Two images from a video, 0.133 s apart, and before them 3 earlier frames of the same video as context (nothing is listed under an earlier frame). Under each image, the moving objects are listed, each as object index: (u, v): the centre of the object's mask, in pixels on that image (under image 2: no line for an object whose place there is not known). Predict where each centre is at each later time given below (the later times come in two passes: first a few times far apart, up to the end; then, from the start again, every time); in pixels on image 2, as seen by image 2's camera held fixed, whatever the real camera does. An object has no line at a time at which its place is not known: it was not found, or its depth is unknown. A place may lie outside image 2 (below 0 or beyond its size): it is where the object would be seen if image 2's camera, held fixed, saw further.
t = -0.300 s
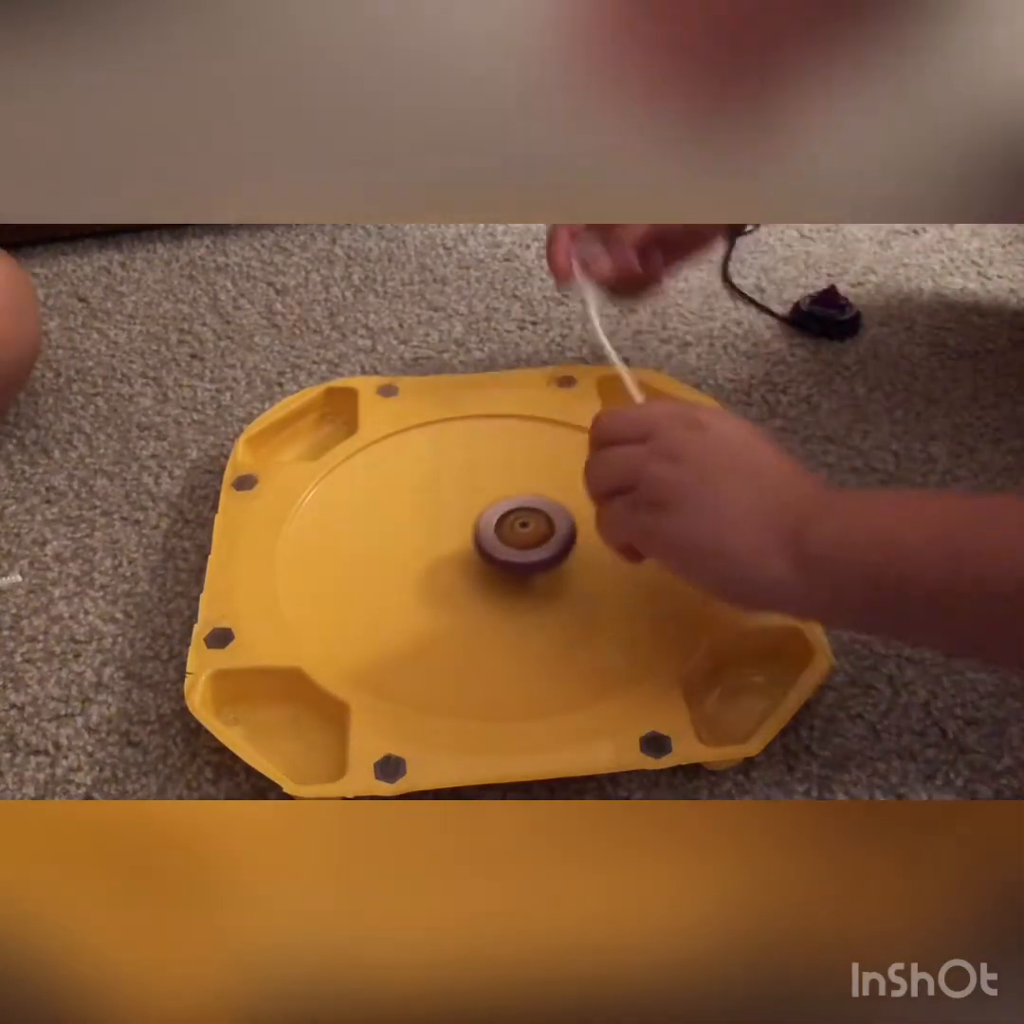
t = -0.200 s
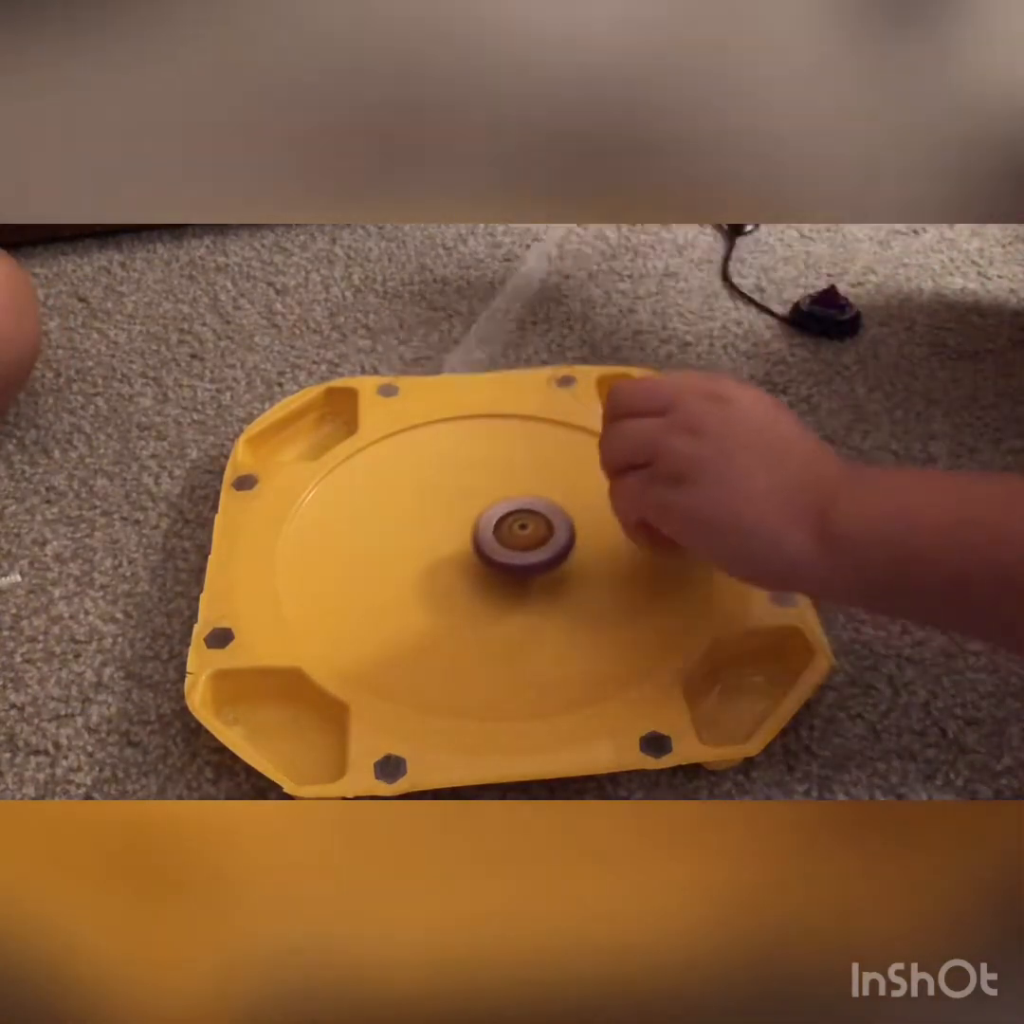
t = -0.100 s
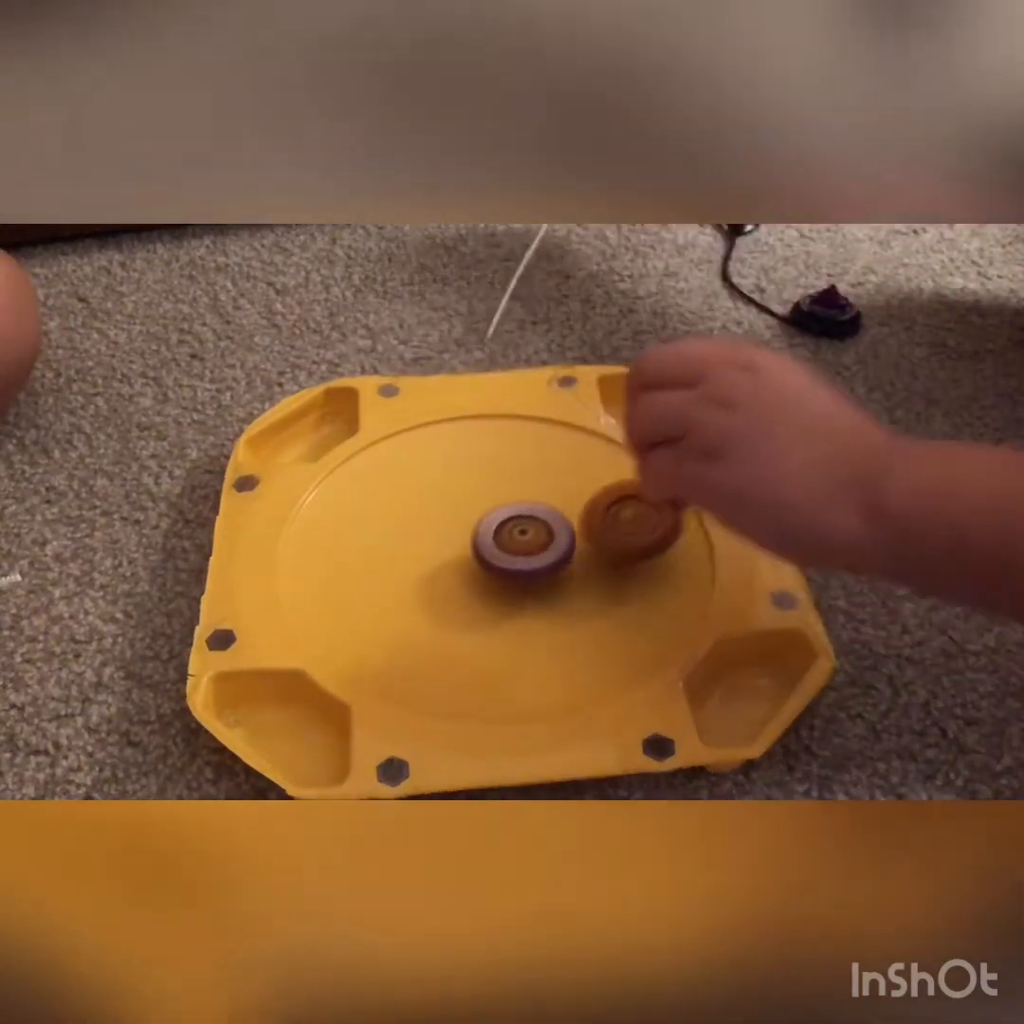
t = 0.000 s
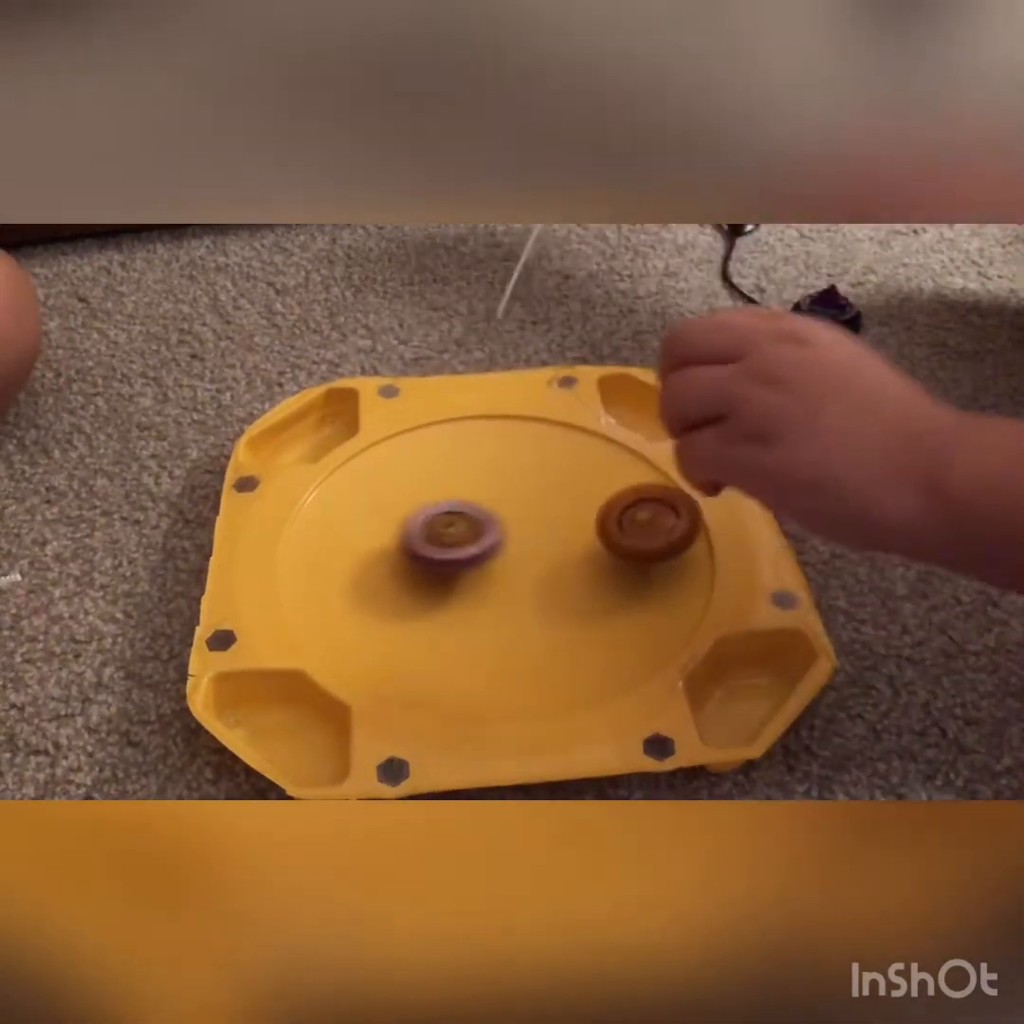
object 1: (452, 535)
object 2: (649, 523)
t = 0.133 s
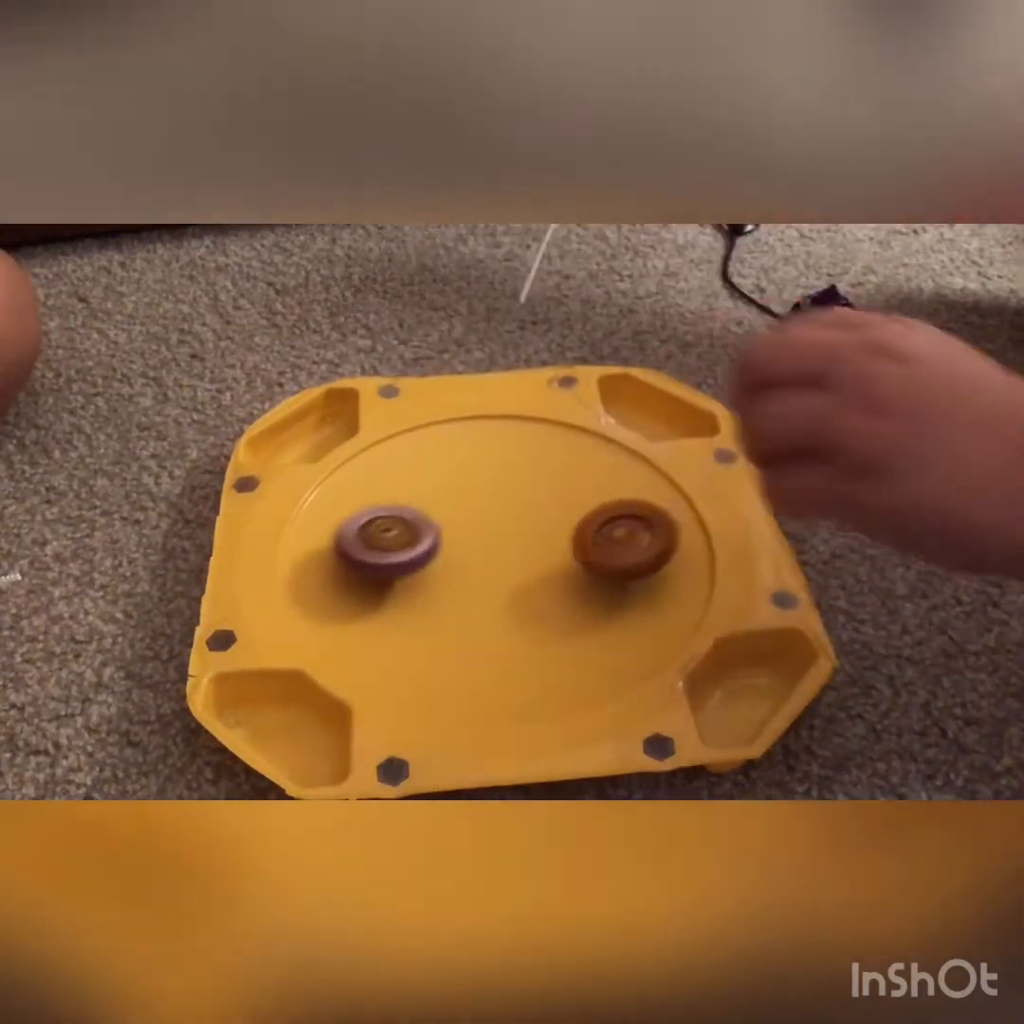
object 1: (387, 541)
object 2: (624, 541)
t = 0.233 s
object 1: (365, 555)
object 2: (576, 534)
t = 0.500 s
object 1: (382, 581)
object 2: (539, 457)
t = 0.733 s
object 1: (438, 577)
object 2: (547, 478)
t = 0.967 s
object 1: (466, 568)
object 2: (493, 478)
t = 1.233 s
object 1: (501, 578)
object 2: (512, 447)
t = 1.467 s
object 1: (534, 575)
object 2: (549, 488)
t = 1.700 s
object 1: (520, 640)
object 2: (543, 449)
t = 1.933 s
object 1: (529, 638)
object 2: (528, 482)
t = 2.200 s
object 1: (509, 603)
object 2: (416, 501)
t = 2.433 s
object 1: (481, 552)
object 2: (390, 488)
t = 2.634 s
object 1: (551, 563)
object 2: (407, 438)
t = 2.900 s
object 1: (572, 540)
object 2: (468, 511)
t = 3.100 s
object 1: (585, 537)
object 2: (403, 557)
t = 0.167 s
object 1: (377, 546)
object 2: (609, 542)
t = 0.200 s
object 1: (370, 551)
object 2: (592, 539)
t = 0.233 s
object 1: (365, 555)
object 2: (576, 534)
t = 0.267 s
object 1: (364, 559)
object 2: (562, 528)
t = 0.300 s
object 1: (364, 563)
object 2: (551, 520)
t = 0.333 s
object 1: (364, 566)
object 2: (541, 509)
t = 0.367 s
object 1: (366, 570)
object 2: (535, 499)
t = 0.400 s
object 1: (369, 573)
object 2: (532, 487)
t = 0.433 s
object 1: (373, 576)
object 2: (532, 476)
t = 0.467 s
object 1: (376, 579)
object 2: (534, 466)
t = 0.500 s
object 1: (382, 581)
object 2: (539, 457)
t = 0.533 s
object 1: (387, 583)
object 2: (545, 453)
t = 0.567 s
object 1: (394, 584)
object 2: (551, 452)
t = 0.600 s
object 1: (403, 584)
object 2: (555, 453)
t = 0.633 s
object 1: (411, 583)
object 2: (557, 457)
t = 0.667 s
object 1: (419, 582)
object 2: (557, 462)
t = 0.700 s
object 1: (429, 580)
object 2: (555, 470)
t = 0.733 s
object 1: (438, 577)
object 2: (547, 478)
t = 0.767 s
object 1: (447, 573)
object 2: (537, 487)
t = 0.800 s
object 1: (455, 569)
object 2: (524, 494)
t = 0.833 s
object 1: (461, 565)
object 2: (511, 496)
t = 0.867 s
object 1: (459, 569)
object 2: (504, 493)
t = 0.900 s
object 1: (460, 571)
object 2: (498, 487)
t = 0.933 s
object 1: (462, 571)
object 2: (495, 482)
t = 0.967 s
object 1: (466, 568)
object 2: (493, 478)
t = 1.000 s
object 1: (470, 565)
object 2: (493, 475)
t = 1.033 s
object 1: (476, 563)
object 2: (493, 474)
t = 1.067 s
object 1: (480, 560)
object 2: (494, 475)
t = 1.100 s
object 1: (486, 557)
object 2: (494, 476)
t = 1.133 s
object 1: (490, 557)
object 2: (494, 475)
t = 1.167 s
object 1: (494, 566)
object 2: (497, 463)
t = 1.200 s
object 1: (497, 575)
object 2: (503, 454)
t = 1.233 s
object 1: (501, 578)
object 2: (512, 447)
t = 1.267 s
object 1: (505, 581)
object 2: (524, 442)
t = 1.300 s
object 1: (510, 581)
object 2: (536, 441)
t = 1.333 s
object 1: (514, 581)
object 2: (547, 445)
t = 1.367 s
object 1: (520, 579)
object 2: (554, 453)
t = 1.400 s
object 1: (525, 578)
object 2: (557, 464)
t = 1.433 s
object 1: (530, 577)
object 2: (555, 476)
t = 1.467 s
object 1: (534, 575)
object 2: (549, 488)
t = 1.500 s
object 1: (538, 574)
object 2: (541, 495)
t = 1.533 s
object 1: (534, 591)
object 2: (536, 488)
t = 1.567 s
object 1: (528, 610)
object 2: (534, 479)
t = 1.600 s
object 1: (523, 621)
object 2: (534, 468)
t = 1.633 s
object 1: (521, 630)
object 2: (535, 460)
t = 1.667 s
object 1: (519, 637)
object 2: (538, 454)
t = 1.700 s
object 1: (520, 640)
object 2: (543, 449)
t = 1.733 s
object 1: (522, 643)
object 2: (547, 448)
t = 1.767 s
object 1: (524, 644)
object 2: (549, 450)
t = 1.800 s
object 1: (525, 644)
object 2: (550, 454)
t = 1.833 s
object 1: (526, 643)
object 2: (549, 458)
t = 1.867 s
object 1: (528, 642)
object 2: (546, 466)
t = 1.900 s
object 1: (529, 640)
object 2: (538, 474)
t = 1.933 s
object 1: (529, 638)
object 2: (528, 482)
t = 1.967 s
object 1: (528, 635)
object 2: (515, 490)
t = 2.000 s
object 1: (527, 632)
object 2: (502, 495)
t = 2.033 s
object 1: (524, 628)
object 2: (487, 499)
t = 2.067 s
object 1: (522, 625)
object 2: (472, 503)
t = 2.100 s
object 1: (519, 619)
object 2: (457, 504)
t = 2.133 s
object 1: (517, 614)
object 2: (444, 504)
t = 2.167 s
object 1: (513, 608)
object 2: (430, 503)
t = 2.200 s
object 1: (509, 603)
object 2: (416, 501)
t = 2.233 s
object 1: (506, 596)
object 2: (404, 498)
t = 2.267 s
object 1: (502, 591)
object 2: (394, 494)
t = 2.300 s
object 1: (499, 585)
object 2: (386, 491)
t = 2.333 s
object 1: (496, 578)
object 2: (384, 488)
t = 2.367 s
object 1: (492, 570)
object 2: (384, 486)
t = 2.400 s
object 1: (487, 561)
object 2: (386, 486)
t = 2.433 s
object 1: (481, 552)
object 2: (390, 488)
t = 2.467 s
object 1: (476, 543)
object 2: (393, 490)
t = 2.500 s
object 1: (492, 549)
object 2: (383, 480)
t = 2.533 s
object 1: (509, 557)
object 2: (379, 469)
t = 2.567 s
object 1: (522, 561)
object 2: (379, 459)
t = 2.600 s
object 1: (544, 564)
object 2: (394, 442)
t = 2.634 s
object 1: (551, 563)
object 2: (407, 438)
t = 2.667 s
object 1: (556, 561)
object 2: (420, 440)
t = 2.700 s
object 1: (561, 558)
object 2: (434, 445)
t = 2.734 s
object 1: (564, 554)
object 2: (445, 453)
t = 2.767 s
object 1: (566, 550)
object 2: (454, 463)
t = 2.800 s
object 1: (566, 547)
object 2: (462, 475)
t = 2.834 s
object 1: (566, 544)
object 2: (468, 487)
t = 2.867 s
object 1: (566, 541)
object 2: (472, 499)
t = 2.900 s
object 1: (572, 540)
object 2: (468, 511)
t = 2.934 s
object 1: (579, 540)
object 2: (460, 522)
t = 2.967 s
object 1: (582, 540)
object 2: (451, 531)
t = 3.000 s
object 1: (585, 540)
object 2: (439, 539)
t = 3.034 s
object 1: (585, 539)
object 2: (427, 547)
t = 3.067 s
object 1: (585, 538)
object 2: (415, 553)
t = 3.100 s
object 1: (585, 537)
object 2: (403, 557)
